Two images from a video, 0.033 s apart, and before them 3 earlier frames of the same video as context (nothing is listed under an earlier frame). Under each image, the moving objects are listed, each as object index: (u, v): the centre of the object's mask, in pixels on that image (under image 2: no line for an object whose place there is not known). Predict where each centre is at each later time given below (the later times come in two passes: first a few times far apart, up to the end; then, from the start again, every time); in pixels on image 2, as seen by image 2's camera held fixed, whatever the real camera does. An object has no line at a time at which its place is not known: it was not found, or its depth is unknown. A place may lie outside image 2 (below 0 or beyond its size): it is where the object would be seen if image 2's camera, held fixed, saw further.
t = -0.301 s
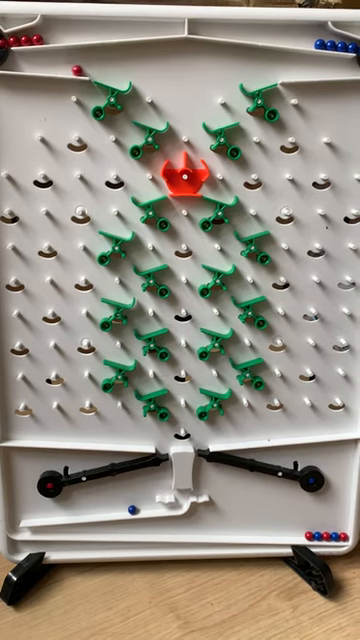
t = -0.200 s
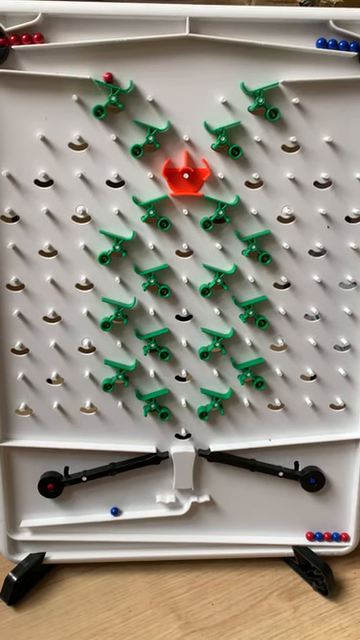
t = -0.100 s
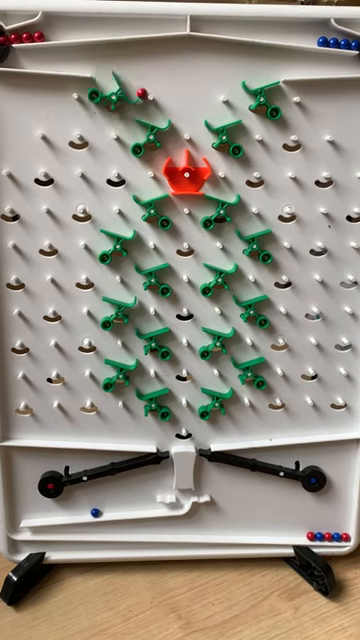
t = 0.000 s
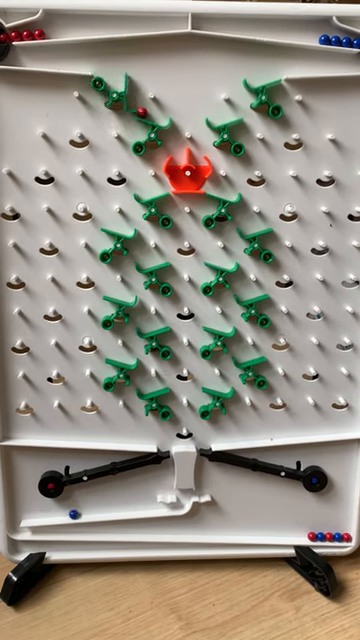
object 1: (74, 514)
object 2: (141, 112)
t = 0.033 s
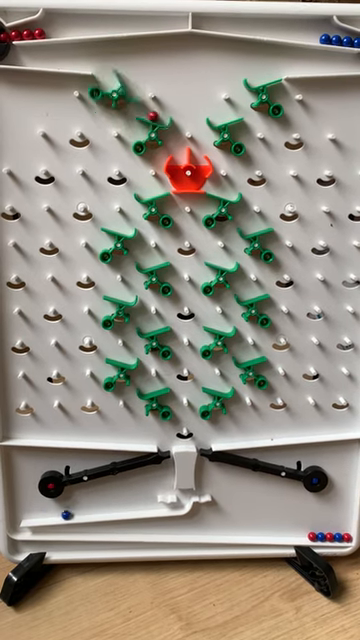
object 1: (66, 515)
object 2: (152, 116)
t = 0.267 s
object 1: (19, 530)
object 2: (175, 152)
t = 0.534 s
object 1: (111, 532)
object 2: (219, 191)
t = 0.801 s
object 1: (190, 533)
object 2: (237, 238)
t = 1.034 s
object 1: (271, 535)
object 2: (234, 266)
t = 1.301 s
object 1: (304, 535)
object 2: (236, 289)
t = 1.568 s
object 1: (303, 535)
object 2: (236, 319)
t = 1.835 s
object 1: (303, 536)
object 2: (231, 333)
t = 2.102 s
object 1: (304, 535)
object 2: (240, 359)
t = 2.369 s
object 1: (304, 536)
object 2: (234, 381)
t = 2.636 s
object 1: (304, 536)
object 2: (228, 391)
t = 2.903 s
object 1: (304, 536)
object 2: (230, 411)
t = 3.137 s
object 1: (304, 535)
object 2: (242, 436)
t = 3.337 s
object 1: (304, 536)
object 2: (230, 440)
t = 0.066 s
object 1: (58, 516)
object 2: (165, 119)
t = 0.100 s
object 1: (49, 516)
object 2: (171, 124)
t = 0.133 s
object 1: (41, 517)
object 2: (170, 135)
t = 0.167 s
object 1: (32, 517)
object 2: (167, 147)
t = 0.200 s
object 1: (24, 518)
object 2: (167, 145)
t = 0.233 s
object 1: (15, 520)
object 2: (170, 146)
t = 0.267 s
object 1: (19, 530)
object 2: (175, 152)
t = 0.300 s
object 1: (33, 531)
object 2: (177, 158)
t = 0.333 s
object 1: (47, 532)
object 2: (172, 164)
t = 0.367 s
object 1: (60, 531)
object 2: (177, 174)
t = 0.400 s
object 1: (72, 532)
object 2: (186, 181)
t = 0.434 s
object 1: (83, 531)
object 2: (194, 185)
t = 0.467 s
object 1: (92, 532)
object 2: (201, 185)
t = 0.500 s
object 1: (101, 532)
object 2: (209, 187)
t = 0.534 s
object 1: (111, 532)
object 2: (219, 191)
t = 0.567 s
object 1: (120, 532)
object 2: (232, 194)
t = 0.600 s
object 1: (129, 532)
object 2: (239, 196)
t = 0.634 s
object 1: (139, 532)
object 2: (244, 204)
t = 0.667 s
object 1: (148, 533)
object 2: (247, 219)
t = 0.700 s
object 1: (159, 533)
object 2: (247, 225)
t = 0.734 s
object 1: (169, 533)
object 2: (241, 227)
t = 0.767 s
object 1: (180, 533)
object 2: (241, 233)
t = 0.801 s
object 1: (190, 533)
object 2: (237, 238)
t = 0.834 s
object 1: (201, 534)
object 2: (237, 245)
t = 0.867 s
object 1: (212, 534)
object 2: (237, 252)
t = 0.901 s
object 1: (223, 534)
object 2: (236, 254)
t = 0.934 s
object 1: (235, 534)
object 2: (233, 258)
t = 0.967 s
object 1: (247, 534)
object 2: (229, 263)
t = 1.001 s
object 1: (259, 535)
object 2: (229, 265)
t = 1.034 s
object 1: (271, 535)
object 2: (234, 266)
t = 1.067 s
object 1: (283, 535)
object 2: (233, 269)
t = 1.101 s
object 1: (296, 535)
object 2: (236, 272)
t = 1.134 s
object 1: (303, 536)
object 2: (236, 277)
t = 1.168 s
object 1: (301, 536)
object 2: (235, 285)
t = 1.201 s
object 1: (301, 536)
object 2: (234, 288)
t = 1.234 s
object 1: (303, 536)
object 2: (234, 288)
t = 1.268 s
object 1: (304, 535)
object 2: (234, 288)
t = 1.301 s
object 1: (304, 535)
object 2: (236, 289)
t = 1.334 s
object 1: (304, 536)
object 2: (242, 297)
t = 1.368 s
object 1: (304, 536)
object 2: (243, 297)
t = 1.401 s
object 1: (304, 536)
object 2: (239, 299)
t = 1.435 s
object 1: (304, 536)
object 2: (238, 301)
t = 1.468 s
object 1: (304, 535)
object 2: (236, 304)
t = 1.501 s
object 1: (304, 536)
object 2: (234, 308)
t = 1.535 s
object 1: (304, 536)
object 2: (235, 315)
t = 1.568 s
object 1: (303, 535)
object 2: (236, 319)
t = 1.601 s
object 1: (304, 535)
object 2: (236, 319)
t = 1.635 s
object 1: (304, 536)
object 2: (236, 320)
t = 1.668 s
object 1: (304, 536)
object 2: (234, 321)
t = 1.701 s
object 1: (304, 536)
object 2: (230, 324)
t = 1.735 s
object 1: (303, 536)
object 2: (226, 329)
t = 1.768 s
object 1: (303, 536)
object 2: (227, 329)
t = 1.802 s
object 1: (303, 536)
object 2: (232, 330)
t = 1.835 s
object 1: (303, 536)
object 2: (231, 333)
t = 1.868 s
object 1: (304, 536)
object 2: (233, 335)
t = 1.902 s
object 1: (303, 536)
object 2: (234, 340)
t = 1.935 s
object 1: (304, 536)
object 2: (233, 345)
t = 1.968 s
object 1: (304, 536)
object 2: (232, 351)
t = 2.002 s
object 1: (304, 536)
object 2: (233, 350)
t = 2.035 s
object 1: (304, 536)
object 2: (234, 351)
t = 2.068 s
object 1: (304, 536)
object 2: (238, 357)
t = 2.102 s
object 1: (304, 535)
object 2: (240, 359)
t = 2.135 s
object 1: (304, 536)
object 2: (238, 361)
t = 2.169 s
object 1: (304, 536)
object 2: (236, 362)
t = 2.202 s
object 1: (304, 536)
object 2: (235, 365)
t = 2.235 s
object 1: (304, 536)
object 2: (232, 369)
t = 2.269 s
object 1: (304, 536)
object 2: (233, 374)
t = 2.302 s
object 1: (304, 536)
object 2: (234, 380)
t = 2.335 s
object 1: (304, 536)
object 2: (235, 381)
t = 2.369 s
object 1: (304, 536)
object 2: (234, 381)
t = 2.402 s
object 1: (304, 536)
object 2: (232, 382)
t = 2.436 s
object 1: (304, 536)
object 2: (228, 385)
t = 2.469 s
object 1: (304, 536)
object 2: (223, 389)
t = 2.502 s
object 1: (304, 536)
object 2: (223, 389)
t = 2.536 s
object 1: (304, 536)
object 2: (227, 389)
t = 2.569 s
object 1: (304, 535)
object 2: (226, 390)
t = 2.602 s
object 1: (304, 536)
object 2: (227, 390)
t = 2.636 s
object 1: (304, 536)
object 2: (228, 391)
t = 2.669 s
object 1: (304, 536)
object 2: (229, 393)
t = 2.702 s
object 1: (304, 536)
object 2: (231, 395)
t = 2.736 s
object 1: (304, 535)
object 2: (232, 399)
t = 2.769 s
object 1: (304, 536)
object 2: (232, 404)
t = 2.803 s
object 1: (304, 535)
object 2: (229, 411)
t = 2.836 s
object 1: (304, 536)
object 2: (229, 411)
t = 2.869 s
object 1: (304, 536)
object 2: (229, 412)
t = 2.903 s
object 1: (304, 536)
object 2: (230, 411)
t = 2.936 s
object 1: (304, 536)
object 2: (231, 412)
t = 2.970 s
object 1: (304, 536)
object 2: (236, 417)
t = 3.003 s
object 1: (304, 536)
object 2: (239, 432)
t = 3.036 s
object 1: (304, 535)
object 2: (241, 432)
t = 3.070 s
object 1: (304, 536)
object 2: (242, 430)
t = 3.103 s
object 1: (304, 536)
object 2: (243, 438)
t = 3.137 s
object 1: (304, 535)
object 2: (242, 436)
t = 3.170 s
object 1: (304, 536)
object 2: (241, 439)
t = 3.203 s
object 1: (304, 536)
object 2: (240, 439)
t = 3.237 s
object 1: (304, 536)
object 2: (238, 439)
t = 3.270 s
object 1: (304, 536)
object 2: (235, 439)
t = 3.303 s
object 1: (304, 536)
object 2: (233, 440)
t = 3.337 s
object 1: (304, 536)
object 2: (230, 440)
